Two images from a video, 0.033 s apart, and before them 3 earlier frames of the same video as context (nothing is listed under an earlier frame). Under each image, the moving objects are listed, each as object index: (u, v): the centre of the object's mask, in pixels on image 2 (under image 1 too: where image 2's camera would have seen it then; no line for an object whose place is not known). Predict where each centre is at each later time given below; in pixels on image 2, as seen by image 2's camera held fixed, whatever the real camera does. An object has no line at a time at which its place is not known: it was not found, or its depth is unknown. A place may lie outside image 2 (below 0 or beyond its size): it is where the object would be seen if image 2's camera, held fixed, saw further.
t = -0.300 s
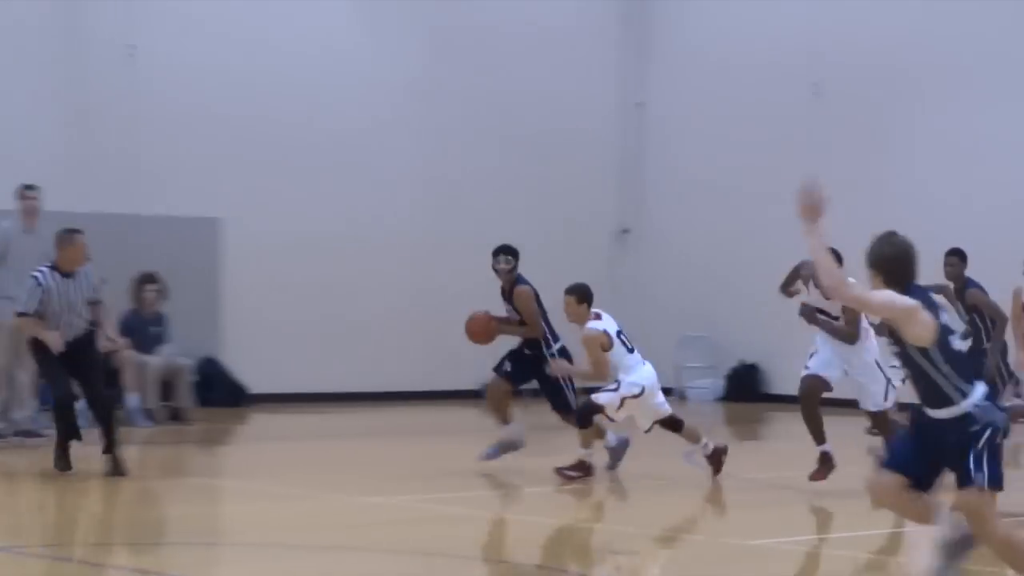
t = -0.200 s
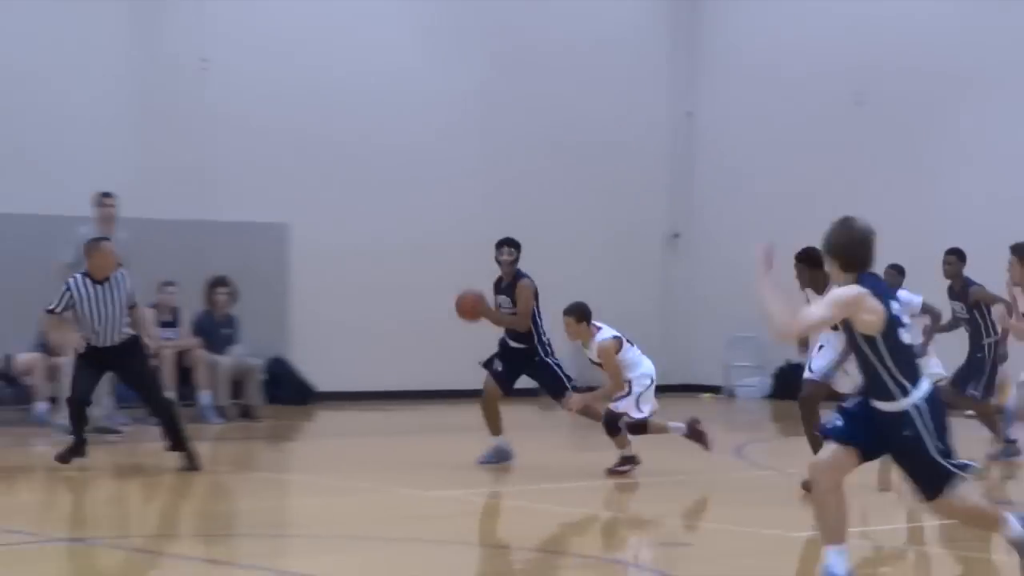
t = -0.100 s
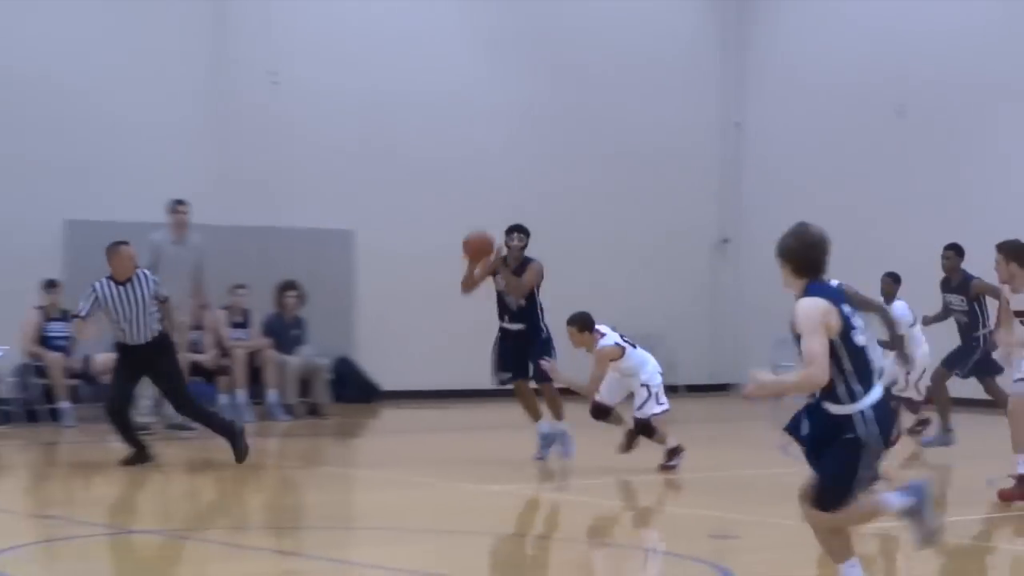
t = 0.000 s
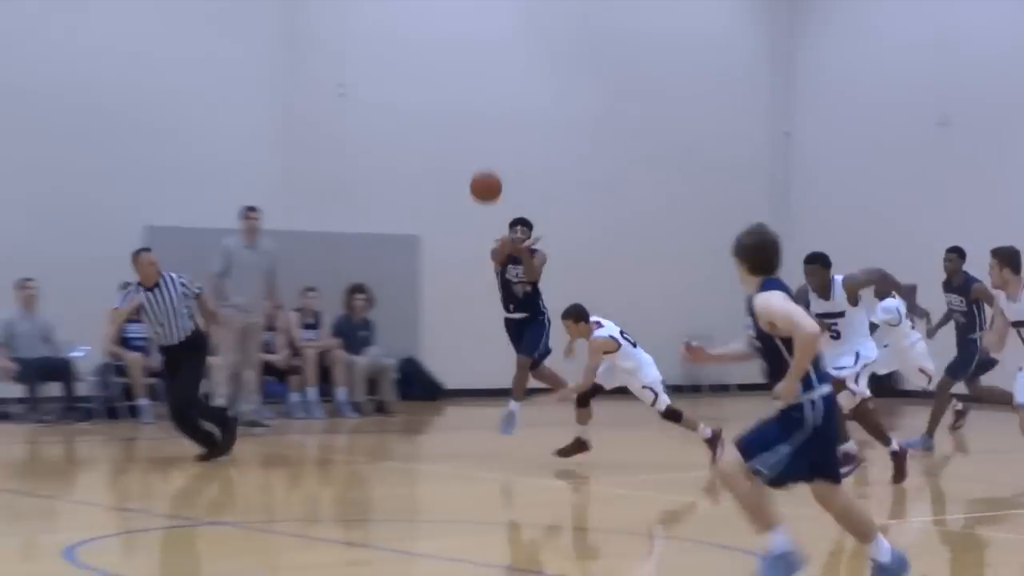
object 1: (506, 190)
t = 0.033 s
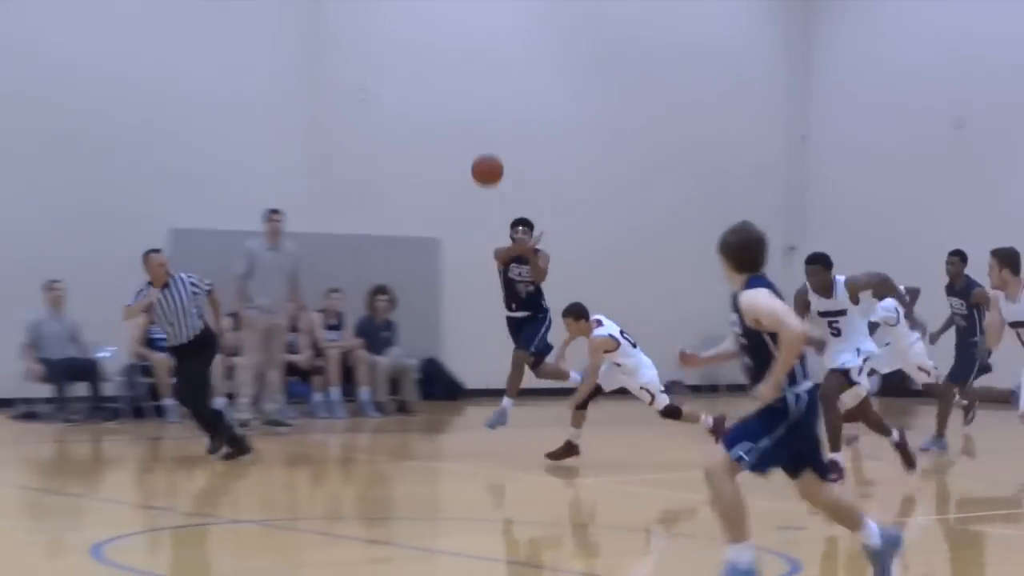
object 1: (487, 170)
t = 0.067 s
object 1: (467, 151)
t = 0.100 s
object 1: (447, 133)
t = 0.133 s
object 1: (425, 114)
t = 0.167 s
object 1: (403, 97)
